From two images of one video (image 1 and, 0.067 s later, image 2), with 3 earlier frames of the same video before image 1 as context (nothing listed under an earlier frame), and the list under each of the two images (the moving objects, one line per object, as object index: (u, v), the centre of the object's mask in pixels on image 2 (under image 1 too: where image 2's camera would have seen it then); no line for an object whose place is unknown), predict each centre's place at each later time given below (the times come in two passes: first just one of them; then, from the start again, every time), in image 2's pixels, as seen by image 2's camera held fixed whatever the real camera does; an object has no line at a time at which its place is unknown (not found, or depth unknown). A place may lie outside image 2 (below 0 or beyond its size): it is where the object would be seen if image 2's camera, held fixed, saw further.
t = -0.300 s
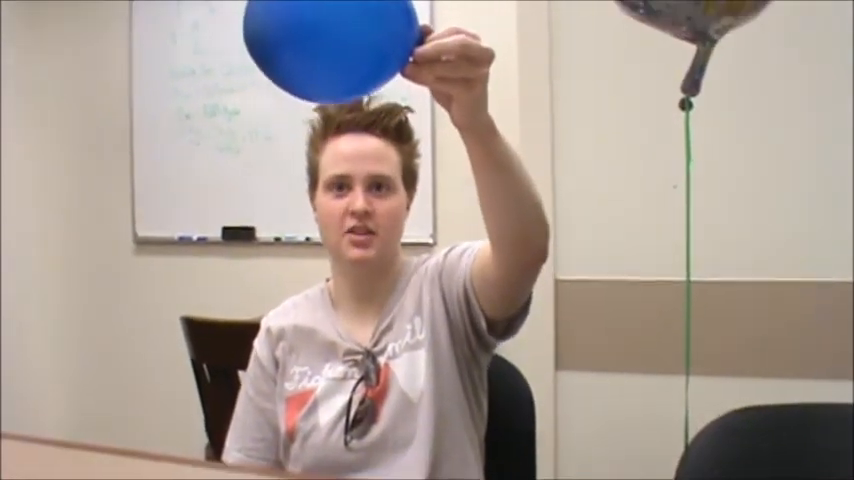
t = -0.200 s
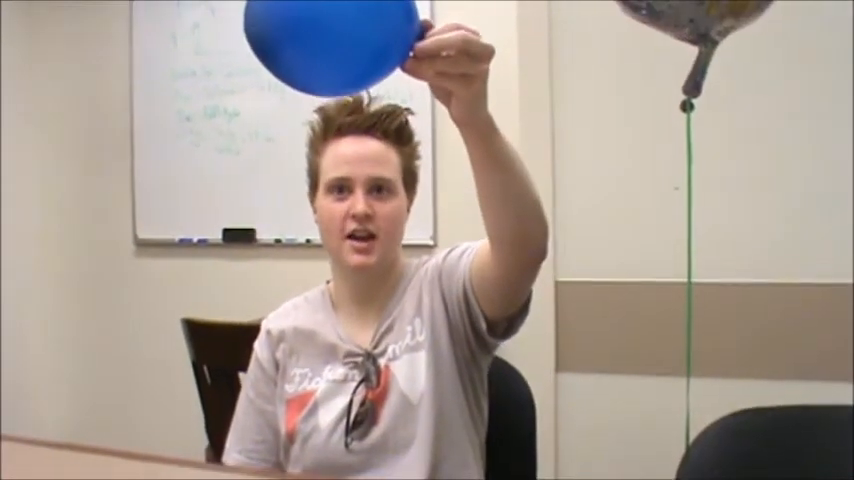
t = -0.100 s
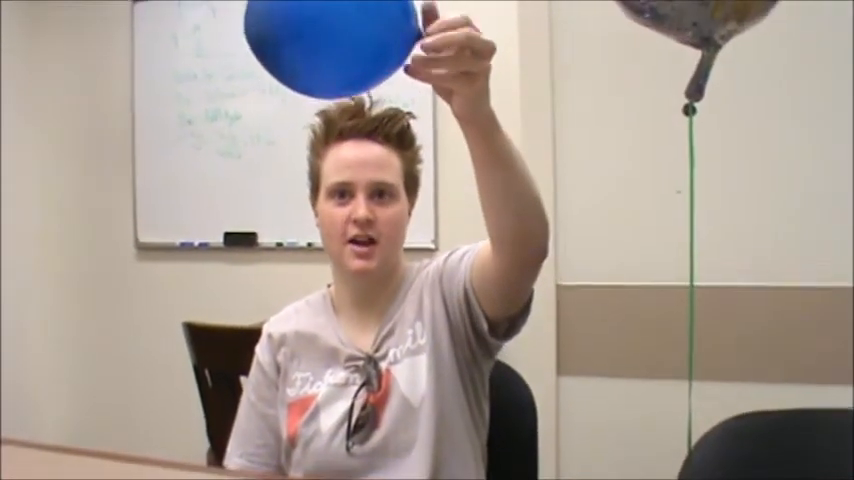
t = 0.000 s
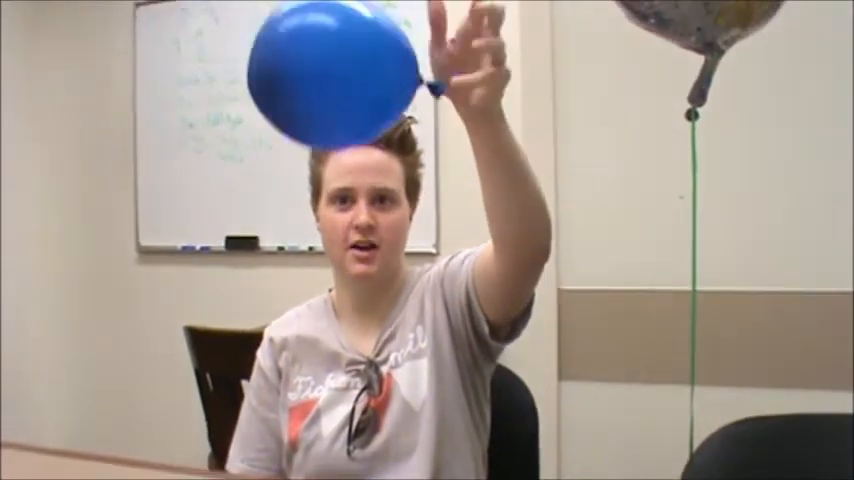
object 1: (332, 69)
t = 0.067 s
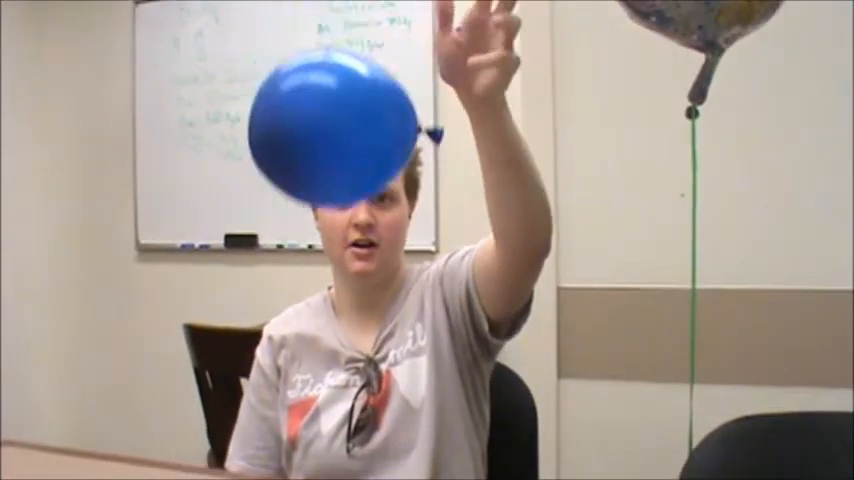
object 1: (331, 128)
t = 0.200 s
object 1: (336, 316)
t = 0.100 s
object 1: (332, 168)
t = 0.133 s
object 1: (335, 212)
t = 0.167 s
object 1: (334, 261)
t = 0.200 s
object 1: (336, 316)
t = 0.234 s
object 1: (338, 374)
